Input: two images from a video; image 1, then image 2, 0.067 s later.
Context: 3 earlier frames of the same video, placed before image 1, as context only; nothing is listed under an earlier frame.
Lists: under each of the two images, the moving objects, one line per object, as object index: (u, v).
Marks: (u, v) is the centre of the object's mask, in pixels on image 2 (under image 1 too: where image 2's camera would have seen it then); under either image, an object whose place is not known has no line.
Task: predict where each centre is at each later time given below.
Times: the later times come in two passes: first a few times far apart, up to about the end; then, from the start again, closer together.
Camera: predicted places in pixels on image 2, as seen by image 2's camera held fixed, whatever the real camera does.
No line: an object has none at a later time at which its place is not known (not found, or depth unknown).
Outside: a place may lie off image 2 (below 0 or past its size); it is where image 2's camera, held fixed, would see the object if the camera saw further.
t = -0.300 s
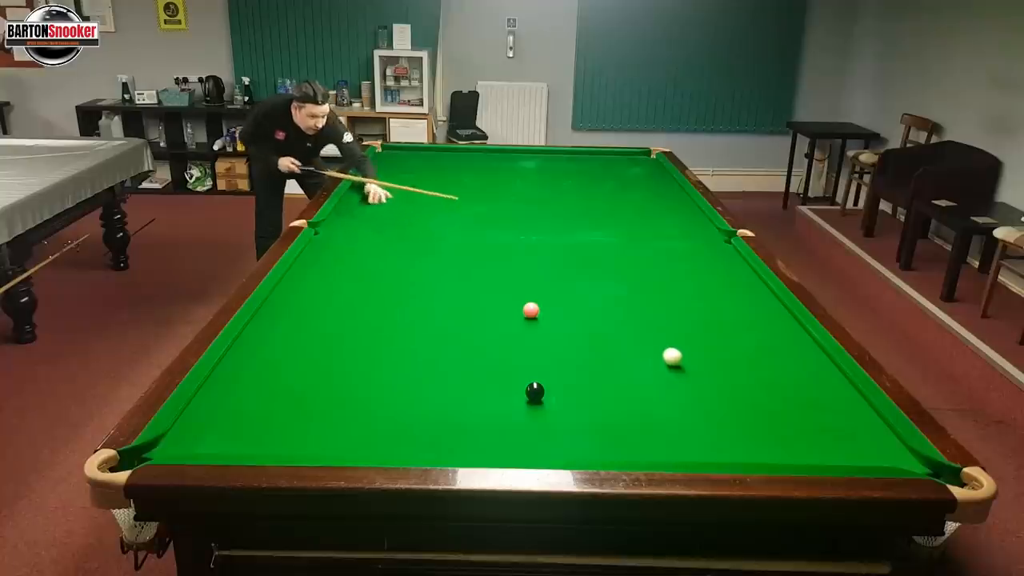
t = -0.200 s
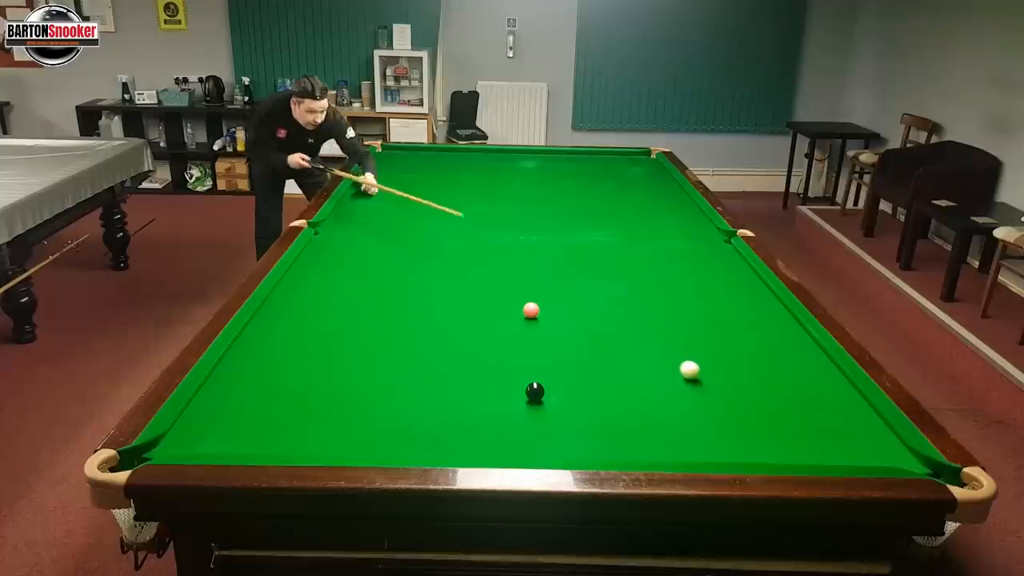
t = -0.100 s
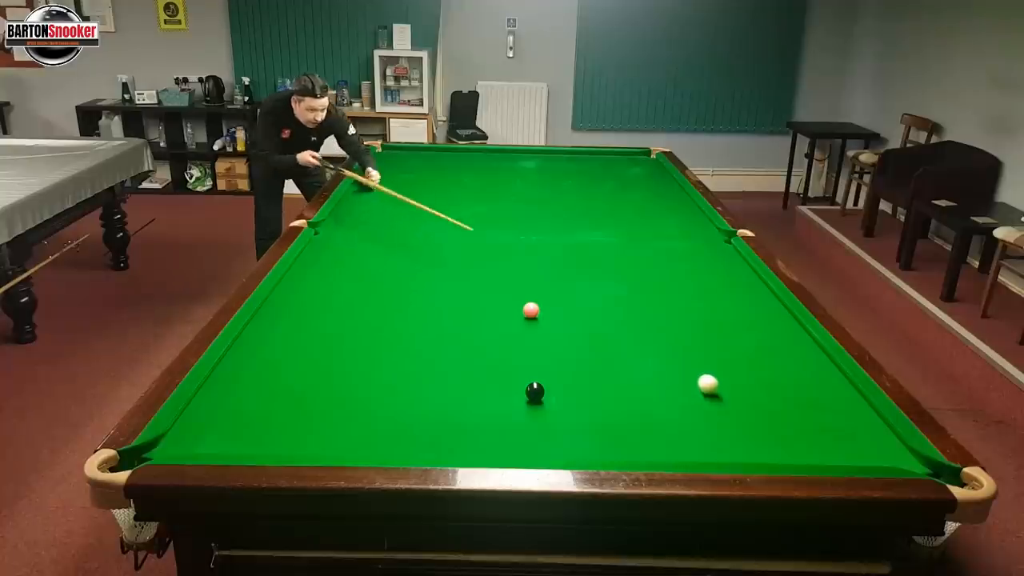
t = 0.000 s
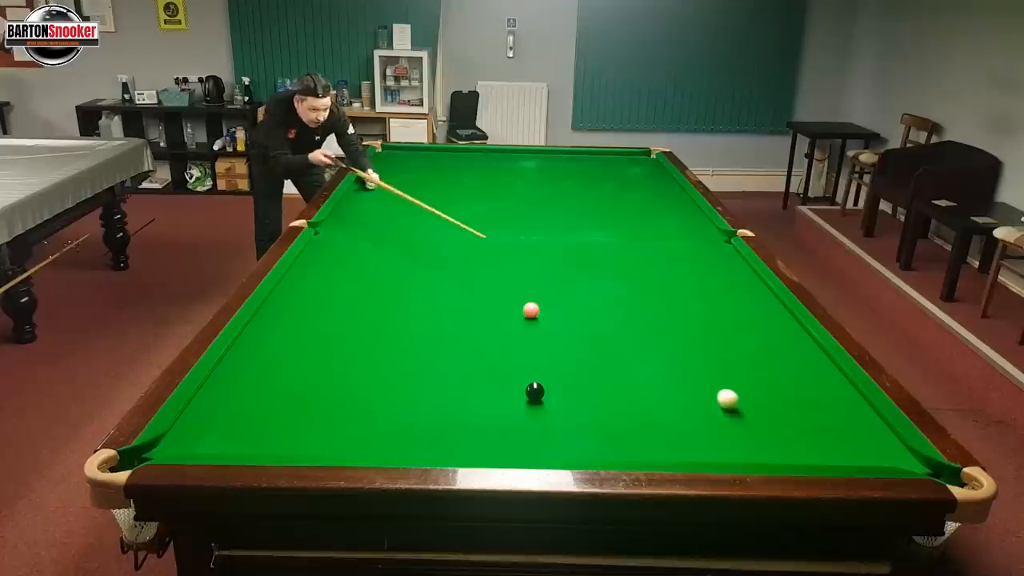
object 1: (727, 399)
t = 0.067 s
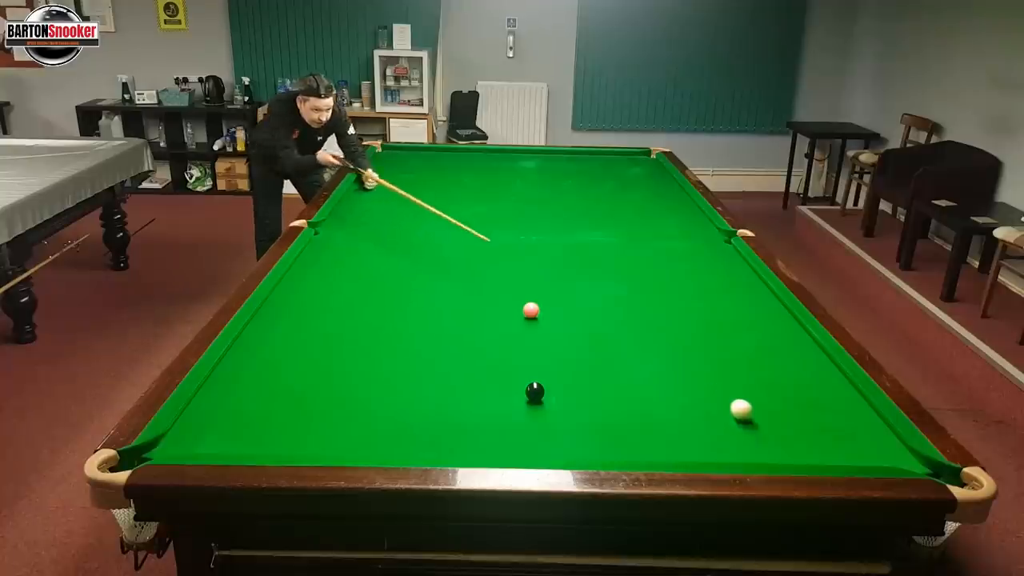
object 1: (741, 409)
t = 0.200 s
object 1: (770, 432)
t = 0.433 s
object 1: (807, 452)
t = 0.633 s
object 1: (807, 433)
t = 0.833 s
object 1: (808, 417)
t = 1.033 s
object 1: (809, 402)
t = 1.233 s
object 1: (809, 390)
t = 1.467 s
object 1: (810, 376)
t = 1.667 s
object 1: (810, 366)
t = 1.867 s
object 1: (811, 357)
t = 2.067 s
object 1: (811, 349)
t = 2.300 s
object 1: (807, 341)
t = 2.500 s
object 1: (799, 336)
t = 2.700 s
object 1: (792, 331)
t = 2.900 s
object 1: (787, 327)
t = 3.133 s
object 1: (781, 322)
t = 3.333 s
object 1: (777, 319)
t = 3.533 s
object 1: (773, 317)
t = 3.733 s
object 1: (770, 315)
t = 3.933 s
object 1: (768, 313)
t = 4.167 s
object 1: (766, 312)
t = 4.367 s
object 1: (765, 311)
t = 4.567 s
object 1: (764, 311)
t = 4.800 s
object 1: (764, 311)
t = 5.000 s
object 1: (764, 311)
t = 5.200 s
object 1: (764, 311)
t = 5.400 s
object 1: (764, 311)
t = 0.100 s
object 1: (748, 415)
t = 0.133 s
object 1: (755, 420)
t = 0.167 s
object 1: (762, 426)
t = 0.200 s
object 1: (770, 432)
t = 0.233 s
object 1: (777, 437)
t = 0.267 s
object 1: (785, 443)
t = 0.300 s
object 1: (793, 449)
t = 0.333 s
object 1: (801, 454)
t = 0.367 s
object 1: (808, 458)
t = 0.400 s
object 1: (808, 455)
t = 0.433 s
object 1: (807, 452)
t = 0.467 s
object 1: (807, 449)
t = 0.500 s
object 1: (807, 445)
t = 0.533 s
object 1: (807, 442)
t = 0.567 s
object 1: (807, 439)
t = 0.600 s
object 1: (807, 436)
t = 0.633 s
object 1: (807, 433)
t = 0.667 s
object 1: (808, 430)
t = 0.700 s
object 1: (808, 427)
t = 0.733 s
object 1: (808, 424)
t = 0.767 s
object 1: (808, 422)
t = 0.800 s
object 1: (808, 419)
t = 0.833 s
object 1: (808, 417)
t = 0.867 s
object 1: (808, 414)
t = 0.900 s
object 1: (808, 411)
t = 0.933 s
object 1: (808, 409)
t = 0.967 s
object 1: (808, 407)
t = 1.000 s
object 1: (808, 404)
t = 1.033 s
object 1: (809, 402)
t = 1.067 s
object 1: (809, 400)
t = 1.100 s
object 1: (809, 398)
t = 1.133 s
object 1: (809, 396)
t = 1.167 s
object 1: (809, 394)
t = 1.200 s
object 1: (809, 391)
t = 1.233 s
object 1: (809, 390)
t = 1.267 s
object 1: (810, 387)
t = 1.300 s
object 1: (809, 386)
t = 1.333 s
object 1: (810, 384)
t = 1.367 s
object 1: (810, 382)
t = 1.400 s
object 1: (810, 380)
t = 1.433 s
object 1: (810, 378)
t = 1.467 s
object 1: (810, 376)
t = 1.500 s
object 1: (810, 374)
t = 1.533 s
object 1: (810, 373)
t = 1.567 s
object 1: (810, 371)
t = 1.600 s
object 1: (810, 369)
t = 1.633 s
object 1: (810, 368)
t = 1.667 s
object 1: (810, 366)
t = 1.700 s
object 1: (810, 365)
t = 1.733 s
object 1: (810, 363)
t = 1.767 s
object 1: (810, 362)
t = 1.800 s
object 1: (810, 360)
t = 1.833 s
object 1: (811, 359)
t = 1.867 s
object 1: (811, 357)
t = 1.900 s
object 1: (811, 356)
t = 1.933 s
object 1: (811, 355)
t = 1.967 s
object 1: (811, 353)
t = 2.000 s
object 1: (811, 352)
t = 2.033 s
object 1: (811, 351)
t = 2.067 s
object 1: (811, 349)
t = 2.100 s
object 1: (811, 348)
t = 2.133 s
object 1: (811, 347)
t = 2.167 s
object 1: (811, 346)
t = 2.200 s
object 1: (811, 345)
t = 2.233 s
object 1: (810, 344)
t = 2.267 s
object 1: (808, 342)
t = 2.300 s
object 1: (807, 341)
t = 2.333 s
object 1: (805, 341)
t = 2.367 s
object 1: (804, 340)
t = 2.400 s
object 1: (803, 338)
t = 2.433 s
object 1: (801, 337)
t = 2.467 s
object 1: (800, 337)
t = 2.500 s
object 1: (799, 336)
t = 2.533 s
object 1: (798, 335)
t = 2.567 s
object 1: (797, 334)
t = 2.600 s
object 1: (796, 333)
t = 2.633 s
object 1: (794, 333)
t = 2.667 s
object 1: (793, 332)
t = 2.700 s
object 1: (792, 331)
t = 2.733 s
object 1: (791, 330)
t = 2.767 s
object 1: (790, 329)
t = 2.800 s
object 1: (790, 329)
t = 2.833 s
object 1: (789, 328)
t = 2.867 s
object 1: (787, 327)
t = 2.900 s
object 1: (787, 327)
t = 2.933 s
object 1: (786, 326)
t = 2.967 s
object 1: (785, 325)
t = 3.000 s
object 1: (784, 325)
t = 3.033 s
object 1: (783, 324)
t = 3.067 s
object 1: (782, 323)
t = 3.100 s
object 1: (782, 323)
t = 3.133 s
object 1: (781, 322)
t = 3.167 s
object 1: (780, 322)
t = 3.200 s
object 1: (780, 321)
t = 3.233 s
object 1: (779, 321)
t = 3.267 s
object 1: (778, 320)
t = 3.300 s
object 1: (777, 320)
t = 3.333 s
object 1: (777, 319)
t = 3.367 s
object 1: (776, 319)
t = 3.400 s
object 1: (776, 318)
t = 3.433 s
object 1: (775, 318)
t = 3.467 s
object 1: (774, 317)
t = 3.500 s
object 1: (774, 317)
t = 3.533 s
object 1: (773, 317)
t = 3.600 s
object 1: (772, 316)
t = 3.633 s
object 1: (772, 315)
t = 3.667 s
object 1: (771, 315)
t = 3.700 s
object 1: (771, 315)
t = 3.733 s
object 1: (770, 315)
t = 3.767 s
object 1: (770, 314)
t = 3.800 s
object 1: (770, 314)
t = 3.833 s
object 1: (769, 314)
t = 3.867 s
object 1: (769, 314)
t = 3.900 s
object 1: (769, 313)
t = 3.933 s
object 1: (768, 313)
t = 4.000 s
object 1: (767, 313)
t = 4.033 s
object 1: (767, 312)
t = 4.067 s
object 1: (767, 312)
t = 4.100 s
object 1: (766, 312)
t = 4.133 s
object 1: (766, 312)
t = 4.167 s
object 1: (766, 312)
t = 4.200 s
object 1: (766, 312)
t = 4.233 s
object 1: (766, 312)
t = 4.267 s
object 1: (765, 312)
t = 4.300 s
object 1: (765, 311)
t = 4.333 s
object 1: (765, 311)
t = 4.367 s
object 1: (765, 311)
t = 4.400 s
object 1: (765, 311)
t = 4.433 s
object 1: (765, 311)
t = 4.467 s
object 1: (765, 311)
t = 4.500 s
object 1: (765, 311)
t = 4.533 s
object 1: (764, 311)
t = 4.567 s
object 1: (764, 311)
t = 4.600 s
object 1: (764, 311)
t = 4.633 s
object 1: (764, 311)
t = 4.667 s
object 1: (764, 311)
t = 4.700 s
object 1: (764, 311)
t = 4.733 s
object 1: (764, 311)
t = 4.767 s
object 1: (764, 311)
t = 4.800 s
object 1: (764, 311)
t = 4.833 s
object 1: (764, 311)
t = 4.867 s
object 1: (764, 311)
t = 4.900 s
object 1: (764, 311)
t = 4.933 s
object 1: (764, 311)
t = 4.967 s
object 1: (764, 311)
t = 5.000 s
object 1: (764, 311)
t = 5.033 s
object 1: (764, 311)
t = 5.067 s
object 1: (764, 311)
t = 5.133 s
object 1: (764, 311)
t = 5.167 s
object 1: (764, 311)
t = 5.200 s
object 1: (764, 311)
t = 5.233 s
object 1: (764, 311)
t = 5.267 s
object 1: (764, 311)
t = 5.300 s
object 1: (764, 311)
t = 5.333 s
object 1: (764, 311)
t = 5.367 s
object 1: (764, 311)
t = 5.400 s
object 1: (764, 311)
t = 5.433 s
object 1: (764, 311)
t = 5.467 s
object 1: (764, 311)
